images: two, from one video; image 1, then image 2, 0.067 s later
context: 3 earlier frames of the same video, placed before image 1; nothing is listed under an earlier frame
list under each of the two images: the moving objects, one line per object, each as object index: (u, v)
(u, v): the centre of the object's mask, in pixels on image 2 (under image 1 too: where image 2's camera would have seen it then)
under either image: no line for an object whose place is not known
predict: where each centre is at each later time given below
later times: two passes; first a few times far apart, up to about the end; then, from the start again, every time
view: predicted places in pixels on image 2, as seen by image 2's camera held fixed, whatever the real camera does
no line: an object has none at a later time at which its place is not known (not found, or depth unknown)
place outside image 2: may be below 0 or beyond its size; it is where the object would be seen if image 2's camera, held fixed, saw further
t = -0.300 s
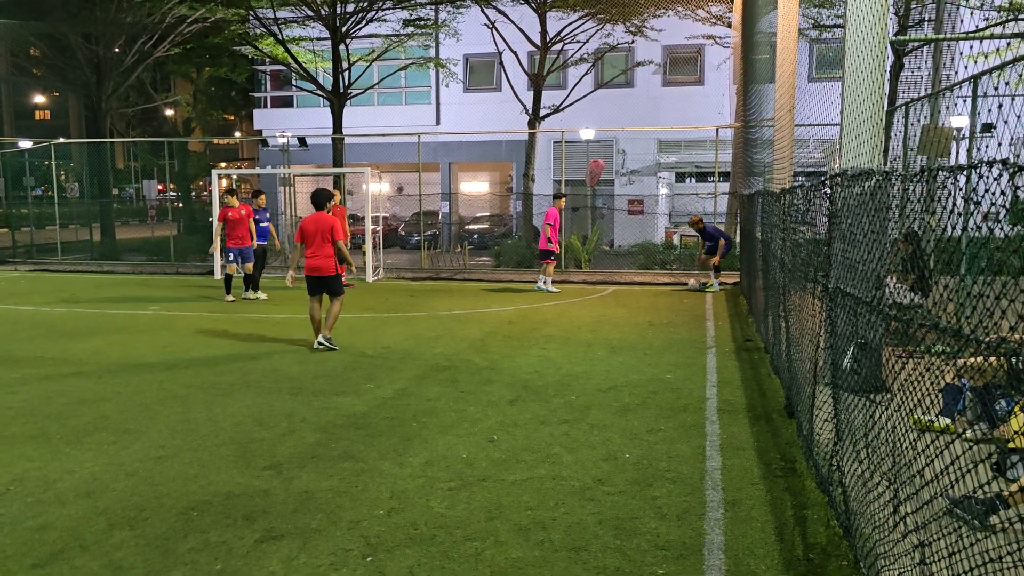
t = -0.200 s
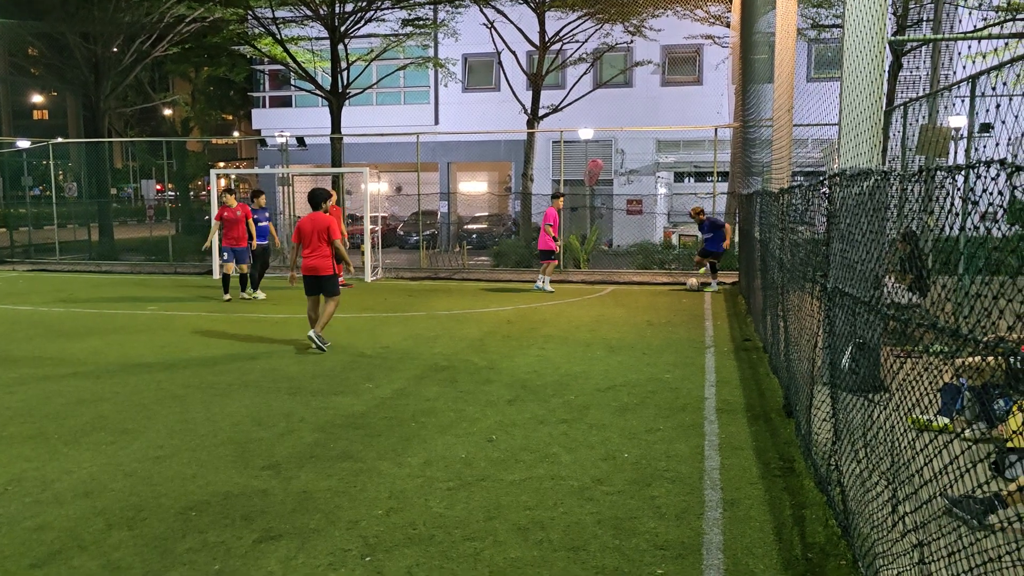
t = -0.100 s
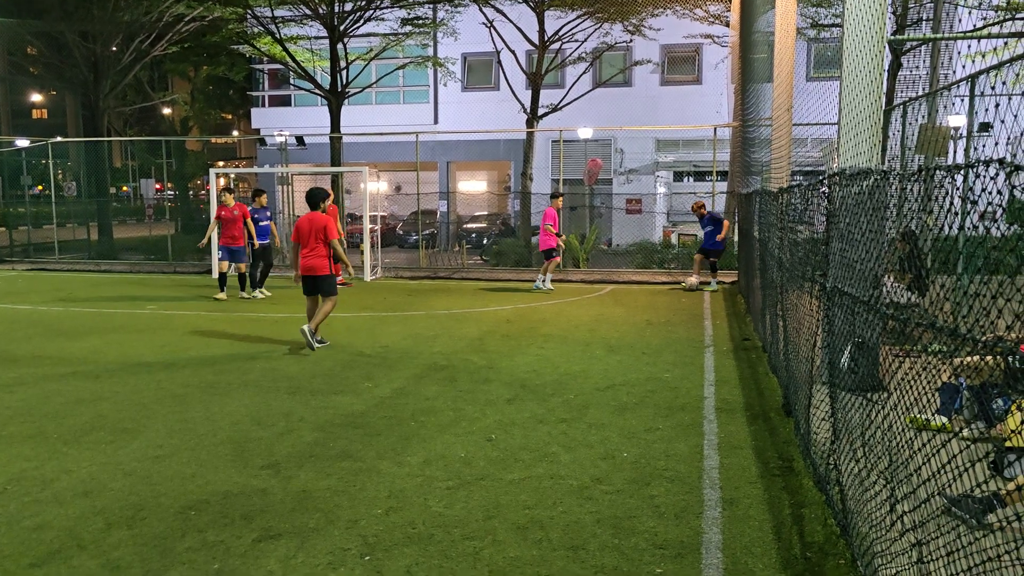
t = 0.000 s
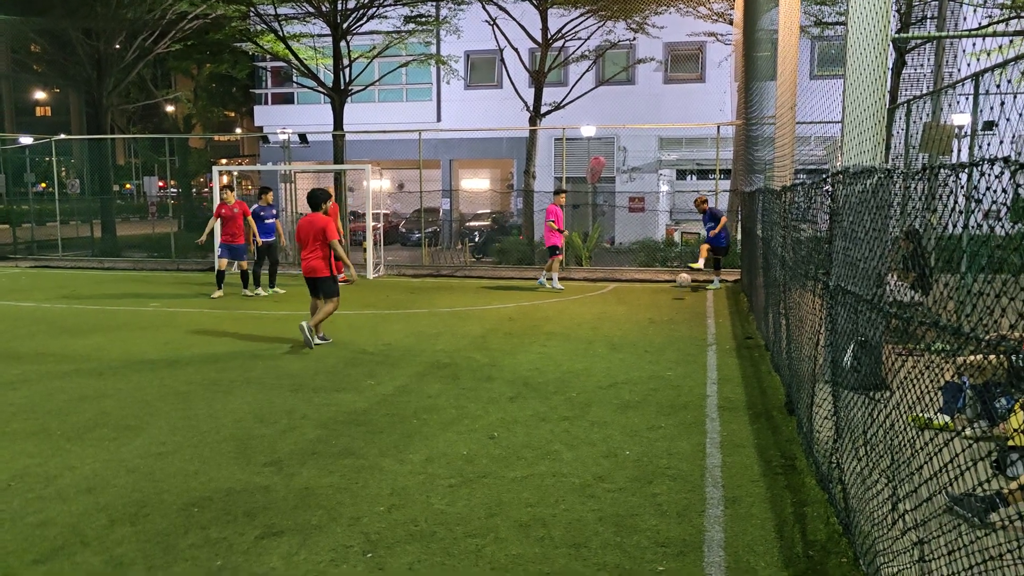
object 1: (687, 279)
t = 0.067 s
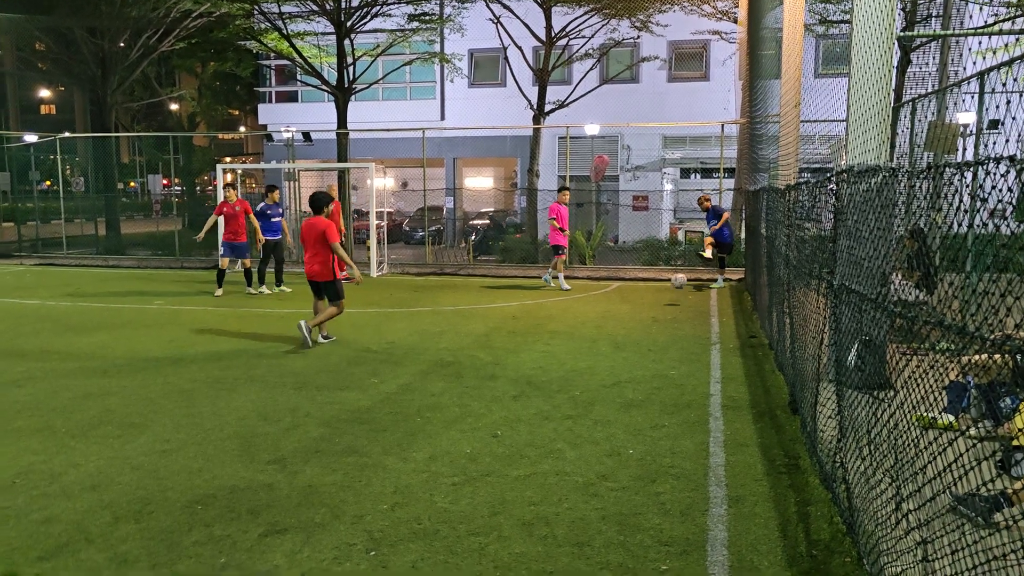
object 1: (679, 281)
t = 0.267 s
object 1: (654, 310)
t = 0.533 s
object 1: (616, 341)
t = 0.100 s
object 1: (675, 283)
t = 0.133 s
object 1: (671, 286)
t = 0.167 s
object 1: (667, 290)
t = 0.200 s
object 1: (662, 295)
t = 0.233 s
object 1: (658, 302)
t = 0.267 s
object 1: (654, 310)
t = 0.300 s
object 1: (649, 320)
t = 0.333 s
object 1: (643, 331)
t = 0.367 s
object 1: (639, 332)
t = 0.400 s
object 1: (635, 331)
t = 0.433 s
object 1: (630, 331)
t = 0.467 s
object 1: (626, 333)
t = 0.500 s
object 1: (621, 337)
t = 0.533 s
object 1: (616, 341)
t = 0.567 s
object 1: (609, 347)
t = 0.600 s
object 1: (603, 357)
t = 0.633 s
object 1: (597, 368)
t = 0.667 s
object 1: (590, 382)
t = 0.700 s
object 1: (582, 399)
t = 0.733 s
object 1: (573, 418)
